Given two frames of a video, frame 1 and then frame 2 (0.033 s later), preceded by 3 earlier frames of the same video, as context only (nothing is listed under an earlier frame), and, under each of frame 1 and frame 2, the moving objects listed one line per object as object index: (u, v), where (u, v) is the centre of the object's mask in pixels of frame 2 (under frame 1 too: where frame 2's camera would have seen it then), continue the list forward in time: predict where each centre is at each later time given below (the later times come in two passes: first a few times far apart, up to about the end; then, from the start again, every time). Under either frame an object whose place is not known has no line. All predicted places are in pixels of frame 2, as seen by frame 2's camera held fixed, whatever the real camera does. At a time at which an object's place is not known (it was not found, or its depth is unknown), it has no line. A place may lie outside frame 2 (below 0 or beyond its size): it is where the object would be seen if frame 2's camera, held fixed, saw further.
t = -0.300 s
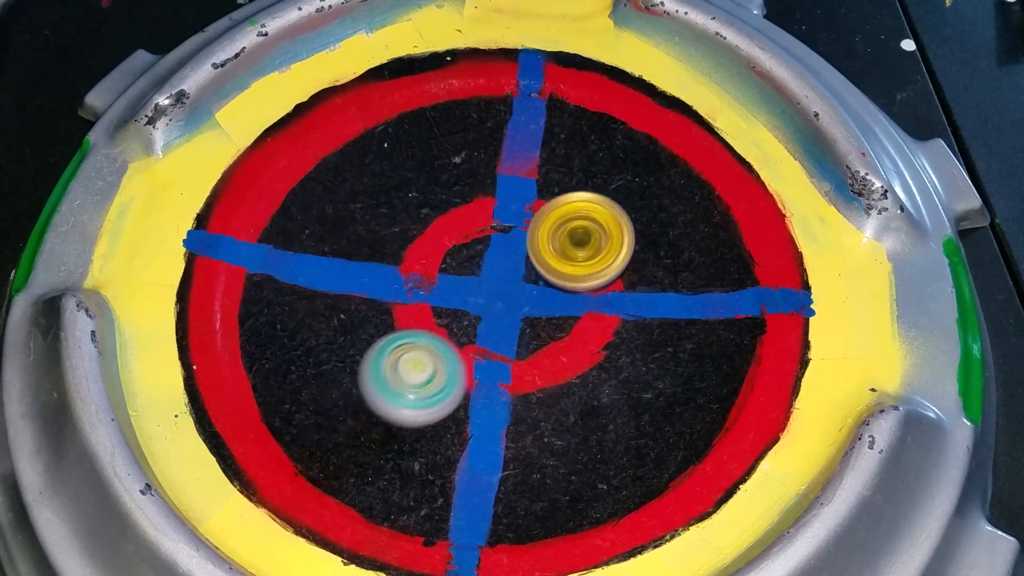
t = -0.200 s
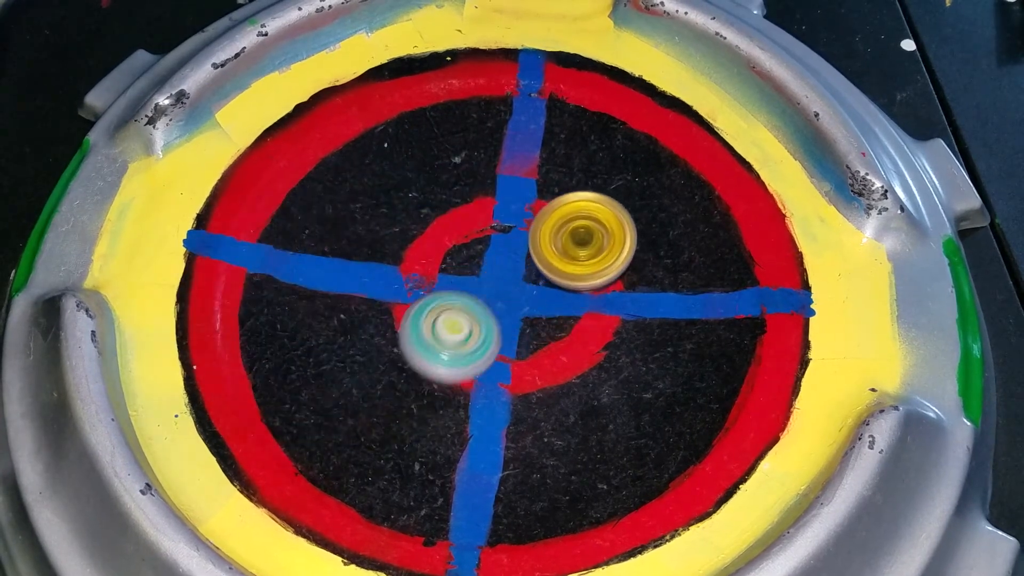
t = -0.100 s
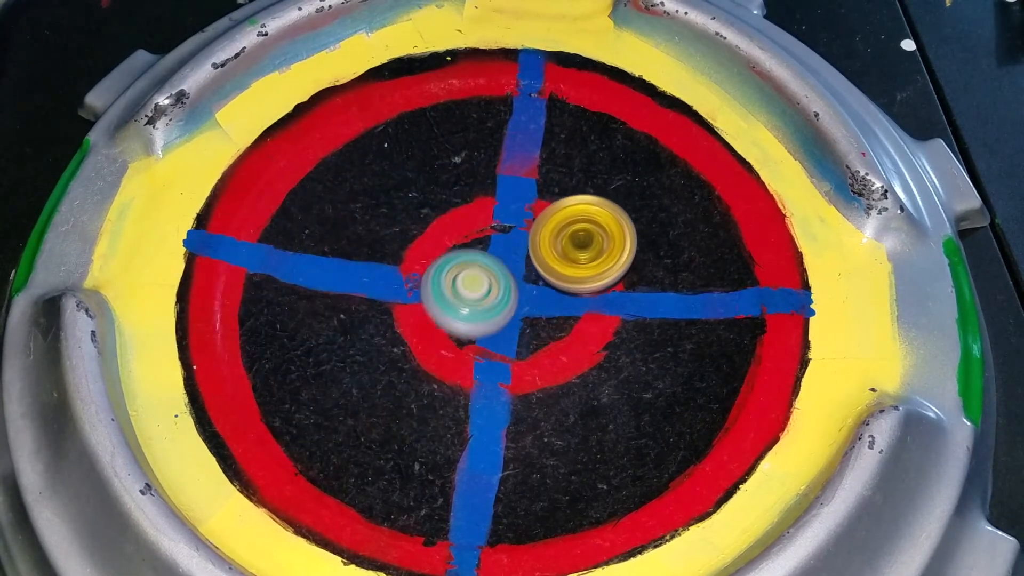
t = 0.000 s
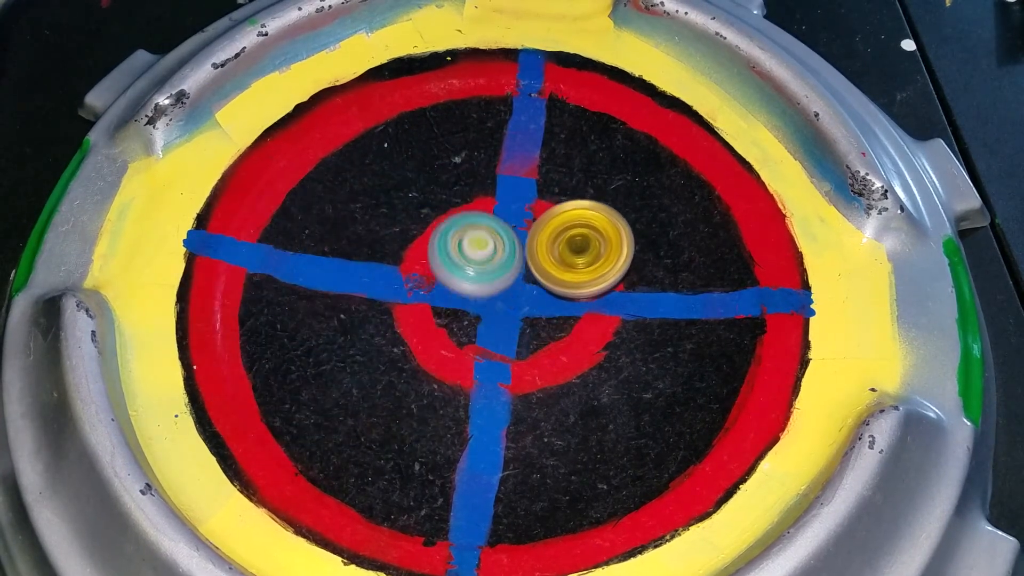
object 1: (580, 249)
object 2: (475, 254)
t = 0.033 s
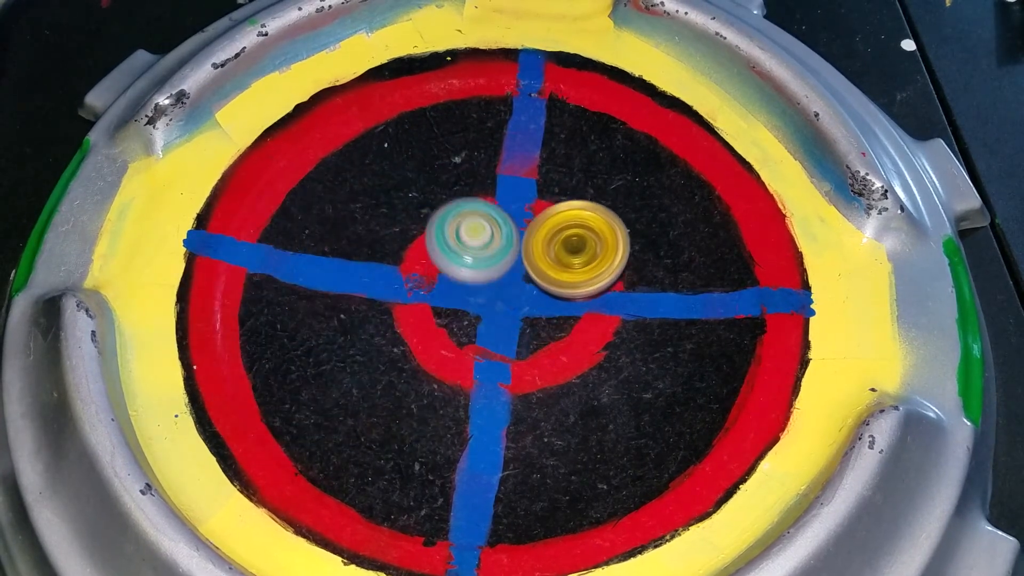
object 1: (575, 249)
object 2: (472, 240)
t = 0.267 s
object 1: (543, 266)
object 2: (440, 197)
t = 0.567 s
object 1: (494, 306)
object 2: (437, 195)
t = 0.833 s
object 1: (480, 341)
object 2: (463, 232)
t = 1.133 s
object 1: (453, 372)
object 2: (529, 262)
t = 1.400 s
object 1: (432, 377)
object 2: (562, 249)
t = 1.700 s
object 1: (415, 363)
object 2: (539, 257)
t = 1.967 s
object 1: (407, 334)
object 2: (532, 276)
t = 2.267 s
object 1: (233, 333)
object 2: (690, 263)
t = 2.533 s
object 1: (289, 344)
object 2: (560, 233)
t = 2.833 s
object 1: (306, 331)
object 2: (468, 276)
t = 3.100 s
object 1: (338, 298)
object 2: (468, 310)
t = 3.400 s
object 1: (258, 280)
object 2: (628, 254)
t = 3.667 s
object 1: (327, 277)
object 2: (516, 209)
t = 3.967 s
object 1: (316, 317)
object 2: (542, 185)
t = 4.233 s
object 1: (404, 337)
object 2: (479, 194)
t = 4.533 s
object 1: (523, 411)
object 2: (411, 151)
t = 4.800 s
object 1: (606, 392)
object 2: (359, 201)
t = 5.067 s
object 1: (641, 356)
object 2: (407, 309)
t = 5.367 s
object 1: (628, 316)
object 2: (517, 338)
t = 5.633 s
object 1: (631, 281)
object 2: (422, 342)
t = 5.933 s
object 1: (548, 259)
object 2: (407, 384)
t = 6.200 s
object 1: (467, 267)
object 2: (438, 361)
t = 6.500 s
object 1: (418, 256)
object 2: (441, 355)
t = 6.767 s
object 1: (382, 245)
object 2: (459, 349)
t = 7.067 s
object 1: (375, 250)
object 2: (477, 305)
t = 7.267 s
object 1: (372, 245)
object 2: (500, 292)
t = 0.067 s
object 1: (572, 250)
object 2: (466, 228)
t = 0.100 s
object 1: (568, 251)
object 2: (459, 219)
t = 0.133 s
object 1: (564, 254)
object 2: (453, 214)
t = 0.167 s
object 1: (561, 256)
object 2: (450, 210)
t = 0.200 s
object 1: (555, 259)
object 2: (448, 206)
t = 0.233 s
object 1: (549, 262)
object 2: (444, 202)
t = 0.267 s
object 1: (543, 266)
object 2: (440, 197)
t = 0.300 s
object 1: (536, 269)
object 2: (437, 194)
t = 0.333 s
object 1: (530, 272)
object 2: (435, 191)
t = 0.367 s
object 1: (524, 275)
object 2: (434, 189)
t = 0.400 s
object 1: (518, 280)
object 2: (433, 188)
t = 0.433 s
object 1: (512, 284)
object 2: (433, 188)
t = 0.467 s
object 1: (506, 290)
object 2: (433, 188)
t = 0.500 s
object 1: (501, 295)
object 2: (434, 190)
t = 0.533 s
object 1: (497, 301)
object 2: (435, 193)
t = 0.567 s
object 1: (494, 306)
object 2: (437, 195)
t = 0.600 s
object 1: (492, 310)
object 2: (439, 198)
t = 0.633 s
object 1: (492, 315)
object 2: (440, 201)
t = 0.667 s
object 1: (491, 320)
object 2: (441, 205)
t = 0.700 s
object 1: (489, 324)
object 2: (443, 210)
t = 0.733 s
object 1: (488, 329)
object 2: (448, 215)
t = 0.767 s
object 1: (485, 333)
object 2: (455, 221)
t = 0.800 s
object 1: (482, 337)
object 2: (461, 227)
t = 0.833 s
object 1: (480, 341)
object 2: (463, 232)
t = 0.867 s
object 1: (477, 344)
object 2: (465, 241)
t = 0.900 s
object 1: (474, 348)
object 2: (468, 250)
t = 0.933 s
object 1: (470, 351)
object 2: (475, 258)
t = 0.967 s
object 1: (468, 352)
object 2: (482, 265)
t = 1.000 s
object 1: (464, 358)
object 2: (493, 268)
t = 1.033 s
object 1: (460, 364)
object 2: (504, 266)
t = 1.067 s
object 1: (457, 367)
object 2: (513, 264)
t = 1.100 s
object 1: (455, 370)
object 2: (521, 263)
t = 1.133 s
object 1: (453, 372)
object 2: (529, 262)
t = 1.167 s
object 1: (451, 373)
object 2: (535, 260)
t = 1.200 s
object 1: (447, 373)
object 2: (541, 259)
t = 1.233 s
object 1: (444, 374)
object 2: (547, 257)
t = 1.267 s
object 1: (442, 375)
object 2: (552, 255)
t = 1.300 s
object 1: (440, 375)
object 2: (556, 253)
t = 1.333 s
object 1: (438, 377)
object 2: (560, 251)
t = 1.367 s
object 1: (435, 377)
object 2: (562, 250)
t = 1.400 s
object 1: (432, 377)
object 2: (562, 249)
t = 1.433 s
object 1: (430, 377)
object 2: (560, 249)
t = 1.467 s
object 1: (428, 376)
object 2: (558, 249)
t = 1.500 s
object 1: (425, 375)
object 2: (556, 249)
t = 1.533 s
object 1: (423, 374)
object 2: (553, 250)
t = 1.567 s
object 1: (421, 373)
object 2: (549, 252)
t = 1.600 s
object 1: (419, 371)
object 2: (545, 254)
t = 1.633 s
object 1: (418, 369)
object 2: (541, 257)
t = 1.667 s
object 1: (416, 366)
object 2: (539, 258)
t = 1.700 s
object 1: (415, 363)
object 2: (539, 257)
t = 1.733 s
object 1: (414, 360)
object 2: (538, 256)
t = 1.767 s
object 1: (413, 357)
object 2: (536, 257)
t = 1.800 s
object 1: (413, 354)
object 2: (539, 257)
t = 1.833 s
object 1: (413, 350)
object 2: (543, 258)
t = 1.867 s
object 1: (412, 346)
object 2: (547, 261)
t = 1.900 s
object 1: (411, 341)
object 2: (546, 266)
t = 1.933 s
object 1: (409, 338)
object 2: (541, 271)
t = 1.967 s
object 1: (407, 334)
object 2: (532, 276)
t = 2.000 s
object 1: (406, 329)
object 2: (522, 281)
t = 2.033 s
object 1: (405, 325)
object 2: (510, 287)
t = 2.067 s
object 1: (401, 321)
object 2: (502, 293)
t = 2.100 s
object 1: (352, 323)
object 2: (545, 288)
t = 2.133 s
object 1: (307, 326)
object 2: (593, 278)
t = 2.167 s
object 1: (272, 328)
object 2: (632, 272)
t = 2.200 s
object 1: (245, 329)
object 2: (664, 266)
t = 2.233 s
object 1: (234, 330)
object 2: (682, 264)
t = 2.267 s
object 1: (233, 333)
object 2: (690, 263)
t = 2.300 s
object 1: (238, 338)
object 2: (685, 260)
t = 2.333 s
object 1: (244, 342)
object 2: (673, 254)
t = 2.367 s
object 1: (252, 345)
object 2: (658, 247)
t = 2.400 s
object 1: (260, 348)
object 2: (641, 240)
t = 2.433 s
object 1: (268, 349)
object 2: (622, 236)
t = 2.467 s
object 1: (274, 349)
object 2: (601, 233)
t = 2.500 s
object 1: (281, 347)
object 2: (580, 232)
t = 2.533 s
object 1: (289, 344)
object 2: (560, 233)
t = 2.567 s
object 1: (297, 341)
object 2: (537, 235)
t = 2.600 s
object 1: (304, 339)
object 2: (516, 240)
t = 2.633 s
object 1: (311, 337)
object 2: (494, 246)
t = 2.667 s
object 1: (316, 333)
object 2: (474, 252)
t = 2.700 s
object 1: (324, 330)
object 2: (454, 261)
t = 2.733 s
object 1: (332, 323)
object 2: (437, 270)
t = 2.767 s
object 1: (329, 321)
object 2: (433, 278)
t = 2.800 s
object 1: (313, 328)
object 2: (452, 275)
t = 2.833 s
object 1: (306, 331)
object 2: (468, 276)
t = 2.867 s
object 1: (309, 329)
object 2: (478, 278)
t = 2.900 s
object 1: (314, 326)
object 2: (482, 283)
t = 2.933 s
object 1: (318, 321)
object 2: (481, 288)
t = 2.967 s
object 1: (326, 316)
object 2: (477, 293)
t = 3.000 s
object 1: (332, 312)
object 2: (470, 297)
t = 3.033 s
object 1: (338, 308)
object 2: (463, 301)
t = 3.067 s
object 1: (343, 304)
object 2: (457, 305)
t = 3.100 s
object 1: (338, 298)
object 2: (468, 310)
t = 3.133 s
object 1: (300, 287)
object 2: (520, 316)
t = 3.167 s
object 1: (271, 277)
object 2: (567, 317)
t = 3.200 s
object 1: (254, 269)
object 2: (603, 314)
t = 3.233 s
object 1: (248, 267)
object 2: (627, 309)
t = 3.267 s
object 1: (246, 269)
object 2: (640, 301)
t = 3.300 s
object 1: (247, 271)
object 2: (643, 290)
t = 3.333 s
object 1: (249, 274)
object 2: (641, 278)
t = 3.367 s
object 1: (252, 277)
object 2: (635, 265)
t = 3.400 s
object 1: (258, 280)
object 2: (628, 254)
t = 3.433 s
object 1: (266, 282)
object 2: (619, 243)
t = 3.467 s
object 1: (274, 283)
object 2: (607, 234)
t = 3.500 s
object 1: (283, 283)
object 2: (594, 226)
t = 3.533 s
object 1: (292, 283)
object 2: (580, 220)
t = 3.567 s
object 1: (301, 282)
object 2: (565, 215)
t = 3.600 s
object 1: (310, 281)
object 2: (550, 211)
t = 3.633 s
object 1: (318, 279)
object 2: (534, 209)
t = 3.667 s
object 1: (327, 277)
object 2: (516, 209)
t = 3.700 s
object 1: (337, 276)
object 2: (500, 210)
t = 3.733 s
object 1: (346, 274)
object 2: (488, 212)
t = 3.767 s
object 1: (355, 273)
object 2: (477, 215)
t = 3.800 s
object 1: (364, 271)
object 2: (466, 219)
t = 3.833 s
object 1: (371, 270)
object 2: (457, 224)
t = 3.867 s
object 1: (347, 285)
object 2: (482, 210)
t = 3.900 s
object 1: (326, 300)
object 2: (509, 197)
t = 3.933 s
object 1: (316, 310)
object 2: (530, 189)
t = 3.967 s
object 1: (316, 317)
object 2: (542, 185)
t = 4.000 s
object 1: (323, 322)
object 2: (545, 182)
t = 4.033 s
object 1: (334, 325)
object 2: (542, 179)
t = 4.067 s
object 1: (346, 328)
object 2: (534, 176)
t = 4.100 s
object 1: (357, 330)
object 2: (524, 174)
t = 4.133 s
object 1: (369, 332)
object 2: (513, 176)
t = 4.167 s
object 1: (381, 334)
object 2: (502, 181)
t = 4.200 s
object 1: (393, 336)
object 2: (490, 187)
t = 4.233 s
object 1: (404, 337)
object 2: (479, 194)
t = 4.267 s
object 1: (416, 337)
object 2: (469, 203)
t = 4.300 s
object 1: (427, 336)
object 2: (459, 212)
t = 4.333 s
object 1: (438, 335)
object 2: (452, 222)
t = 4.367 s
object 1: (450, 333)
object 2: (446, 233)
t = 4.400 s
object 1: (460, 331)
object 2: (440, 242)
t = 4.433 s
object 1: (477, 355)
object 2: (435, 221)
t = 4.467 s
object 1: (494, 382)
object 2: (426, 188)
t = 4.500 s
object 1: (509, 401)
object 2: (419, 165)
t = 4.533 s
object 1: (523, 411)
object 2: (411, 151)
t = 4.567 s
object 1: (535, 413)
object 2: (404, 145)
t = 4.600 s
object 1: (548, 412)
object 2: (396, 146)
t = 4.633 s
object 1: (560, 410)
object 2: (388, 151)
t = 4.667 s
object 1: (571, 408)
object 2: (380, 159)
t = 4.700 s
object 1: (582, 404)
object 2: (373, 168)
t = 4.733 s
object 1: (591, 401)
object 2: (367, 178)
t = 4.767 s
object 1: (599, 397)
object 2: (362, 189)
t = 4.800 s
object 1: (606, 392)
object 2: (359, 201)
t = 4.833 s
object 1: (612, 386)
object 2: (359, 215)
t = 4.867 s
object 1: (619, 381)
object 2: (360, 228)
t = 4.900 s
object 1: (624, 377)
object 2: (364, 242)
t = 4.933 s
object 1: (629, 373)
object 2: (369, 257)
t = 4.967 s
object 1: (634, 369)
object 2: (377, 271)
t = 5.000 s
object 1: (638, 364)
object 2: (386, 285)
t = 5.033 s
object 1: (640, 360)
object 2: (395, 297)
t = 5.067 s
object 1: (641, 356)
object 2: (407, 309)
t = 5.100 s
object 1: (642, 352)
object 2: (420, 319)
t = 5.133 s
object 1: (643, 347)
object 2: (433, 326)
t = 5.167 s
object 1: (643, 342)
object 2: (446, 330)
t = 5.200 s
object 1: (643, 337)
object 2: (460, 334)
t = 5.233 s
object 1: (641, 333)
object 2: (473, 337)
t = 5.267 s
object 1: (639, 329)
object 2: (486, 338)
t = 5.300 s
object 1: (635, 325)
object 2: (498, 339)
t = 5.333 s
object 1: (631, 321)
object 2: (510, 339)
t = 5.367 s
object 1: (628, 316)
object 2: (517, 338)
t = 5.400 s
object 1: (632, 312)
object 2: (510, 336)
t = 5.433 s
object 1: (629, 308)
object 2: (507, 333)
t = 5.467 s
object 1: (623, 304)
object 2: (508, 330)
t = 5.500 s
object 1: (616, 300)
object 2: (509, 328)
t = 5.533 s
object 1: (627, 294)
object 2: (485, 330)
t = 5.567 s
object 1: (635, 289)
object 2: (456, 332)
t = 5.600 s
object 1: (635, 285)
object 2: (436, 337)
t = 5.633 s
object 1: (631, 281)
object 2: (422, 342)
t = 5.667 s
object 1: (624, 277)
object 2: (412, 347)
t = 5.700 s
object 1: (616, 274)
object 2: (406, 353)
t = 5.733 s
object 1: (608, 270)
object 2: (403, 359)
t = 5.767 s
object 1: (600, 267)
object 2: (403, 365)
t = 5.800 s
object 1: (591, 264)
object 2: (402, 370)
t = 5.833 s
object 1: (582, 262)
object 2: (403, 375)
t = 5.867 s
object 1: (571, 260)
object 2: (404, 378)
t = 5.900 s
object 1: (559, 260)
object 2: (405, 381)
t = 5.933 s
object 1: (548, 259)
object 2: (407, 384)
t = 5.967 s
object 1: (537, 259)
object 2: (410, 385)
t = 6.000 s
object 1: (526, 259)
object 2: (413, 384)
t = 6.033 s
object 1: (515, 259)
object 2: (418, 383)
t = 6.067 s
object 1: (504, 260)
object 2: (422, 380)
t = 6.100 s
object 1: (493, 262)
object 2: (427, 376)
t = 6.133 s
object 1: (483, 264)
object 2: (432, 372)
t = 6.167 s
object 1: (475, 266)
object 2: (435, 367)
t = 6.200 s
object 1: (467, 267)
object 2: (438, 361)
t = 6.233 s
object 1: (464, 261)
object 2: (438, 363)
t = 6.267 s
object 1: (460, 259)
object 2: (440, 360)
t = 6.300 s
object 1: (453, 259)
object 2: (441, 356)
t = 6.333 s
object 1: (447, 257)
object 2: (441, 356)
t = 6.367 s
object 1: (440, 256)
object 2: (441, 355)
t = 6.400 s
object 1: (433, 253)
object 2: (440, 357)
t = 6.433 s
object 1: (428, 256)
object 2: (440, 356)
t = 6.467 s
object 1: (423, 258)
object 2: (441, 354)
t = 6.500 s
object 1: (418, 256)
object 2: (441, 355)
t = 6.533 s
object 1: (414, 254)
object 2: (441, 353)
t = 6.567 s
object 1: (409, 254)
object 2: (441, 351)
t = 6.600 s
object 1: (405, 256)
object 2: (441, 348)
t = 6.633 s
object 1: (399, 252)
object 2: (445, 352)
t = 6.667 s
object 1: (394, 248)
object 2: (448, 354)
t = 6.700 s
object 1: (390, 247)
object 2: (452, 353)
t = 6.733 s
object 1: (385, 246)
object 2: (456, 352)
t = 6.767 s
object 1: (382, 245)
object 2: (459, 349)
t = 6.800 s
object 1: (379, 245)
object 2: (461, 345)
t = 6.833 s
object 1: (377, 244)
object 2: (463, 341)
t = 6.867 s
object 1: (375, 244)
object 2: (465, 336)
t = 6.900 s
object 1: (373, 244)
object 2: (468, 330)
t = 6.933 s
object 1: (372, 244)
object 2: (471, 327)
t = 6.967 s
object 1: (372, 245)
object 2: (473, 323)
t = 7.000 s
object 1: (372, 246)
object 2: (474, 317)
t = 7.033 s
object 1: (373, 248)
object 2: (476, 311)
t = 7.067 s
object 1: (375, 250)
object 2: (477, 305)
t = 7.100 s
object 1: (377, 251)
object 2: (477, 300)
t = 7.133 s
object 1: (379, 252)
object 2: (476, 295)
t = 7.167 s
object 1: (378, 252)
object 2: (480, 293)
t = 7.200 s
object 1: (379, 251)
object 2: (483, 292)
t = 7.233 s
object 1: (382, 251)
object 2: (483, 290)
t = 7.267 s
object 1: (372, 245)
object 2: (500, 292)
